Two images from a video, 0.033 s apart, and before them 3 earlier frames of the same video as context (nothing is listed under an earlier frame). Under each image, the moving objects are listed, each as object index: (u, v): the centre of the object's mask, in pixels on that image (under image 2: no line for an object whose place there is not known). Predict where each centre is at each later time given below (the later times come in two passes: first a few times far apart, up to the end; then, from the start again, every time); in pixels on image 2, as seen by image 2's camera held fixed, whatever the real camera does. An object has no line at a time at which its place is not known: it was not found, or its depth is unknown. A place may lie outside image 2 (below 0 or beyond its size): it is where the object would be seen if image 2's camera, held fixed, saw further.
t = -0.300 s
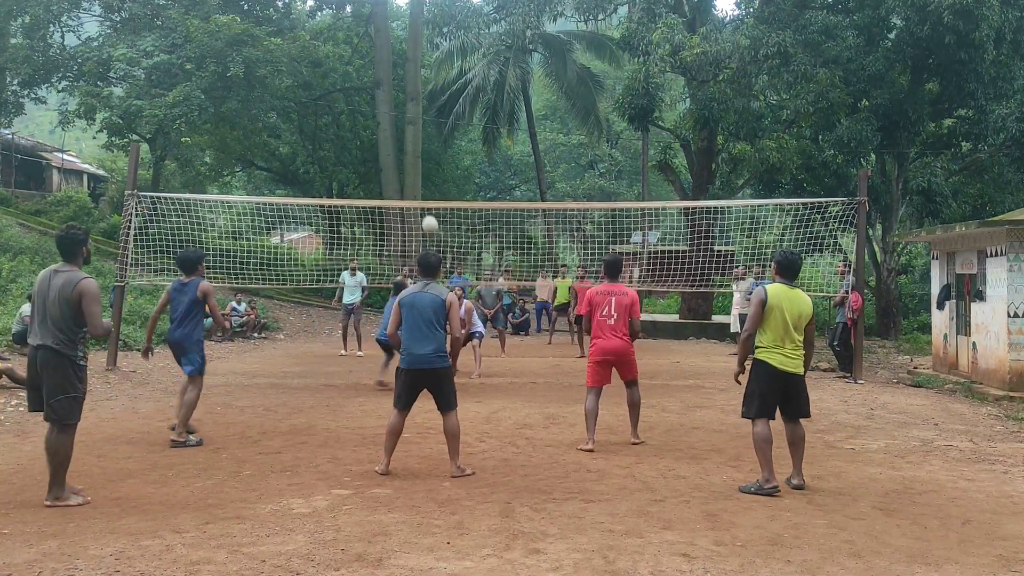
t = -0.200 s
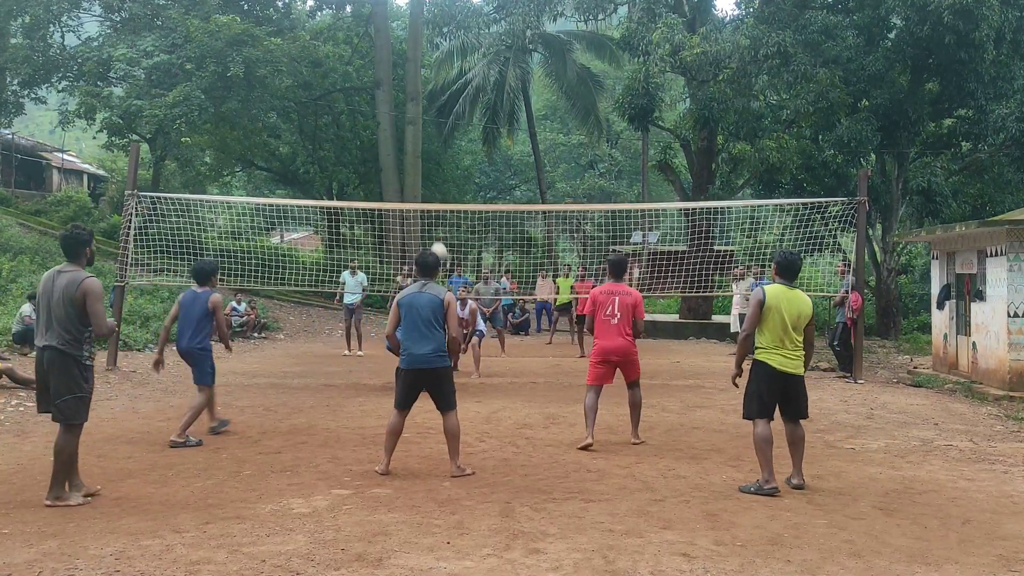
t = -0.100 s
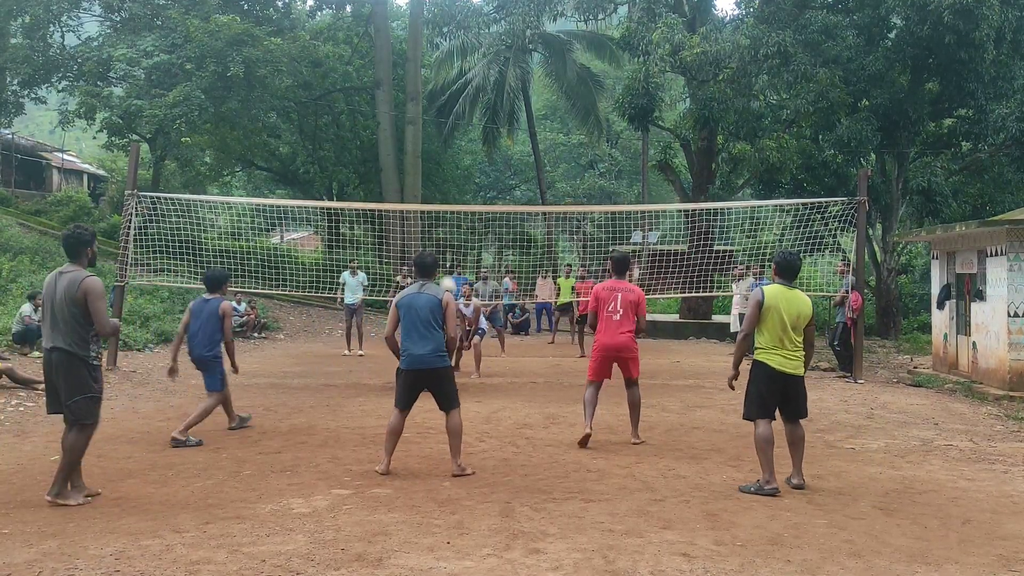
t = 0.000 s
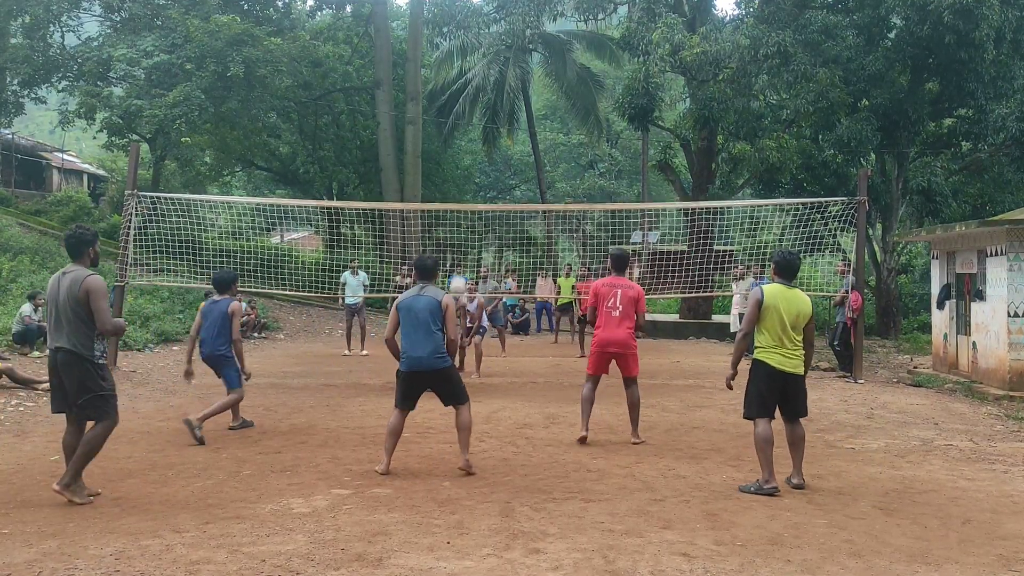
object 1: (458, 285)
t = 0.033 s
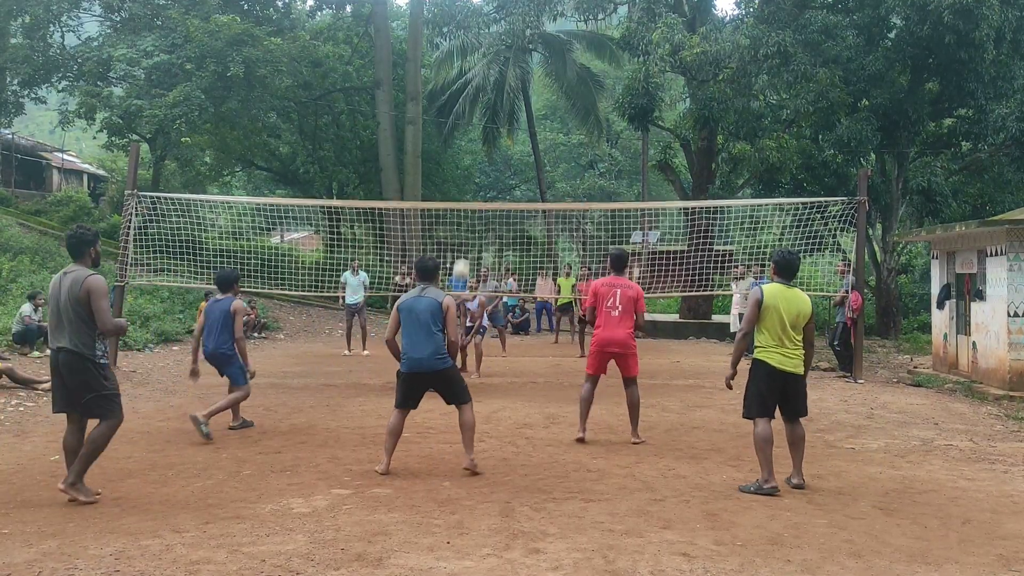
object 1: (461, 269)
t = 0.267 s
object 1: (486, 174)
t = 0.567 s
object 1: (526, 101)
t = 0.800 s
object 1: (566, 97)
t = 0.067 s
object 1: (464, 253)
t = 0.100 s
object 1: (468, 239)
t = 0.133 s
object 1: (471, 223)
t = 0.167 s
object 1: (475, 211)
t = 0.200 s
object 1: (478, 197)
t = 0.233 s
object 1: (482, 185)
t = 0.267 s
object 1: (486, 174)
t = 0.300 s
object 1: (490, 162)
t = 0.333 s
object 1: (494, 152)
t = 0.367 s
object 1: (498, 142)
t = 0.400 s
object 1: (503, 134)
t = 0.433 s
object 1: (508, 125)
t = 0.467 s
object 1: (512, 118)
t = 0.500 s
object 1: (517, 111)
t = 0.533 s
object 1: (521, 106)
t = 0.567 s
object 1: (526, 101)
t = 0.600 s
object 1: (532, 97)
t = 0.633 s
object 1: (537, 93)
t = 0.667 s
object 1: (542, 92)
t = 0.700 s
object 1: (548, 92)
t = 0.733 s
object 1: (553, 92)
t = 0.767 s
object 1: (560, 94)
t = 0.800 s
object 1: (566, 97)
